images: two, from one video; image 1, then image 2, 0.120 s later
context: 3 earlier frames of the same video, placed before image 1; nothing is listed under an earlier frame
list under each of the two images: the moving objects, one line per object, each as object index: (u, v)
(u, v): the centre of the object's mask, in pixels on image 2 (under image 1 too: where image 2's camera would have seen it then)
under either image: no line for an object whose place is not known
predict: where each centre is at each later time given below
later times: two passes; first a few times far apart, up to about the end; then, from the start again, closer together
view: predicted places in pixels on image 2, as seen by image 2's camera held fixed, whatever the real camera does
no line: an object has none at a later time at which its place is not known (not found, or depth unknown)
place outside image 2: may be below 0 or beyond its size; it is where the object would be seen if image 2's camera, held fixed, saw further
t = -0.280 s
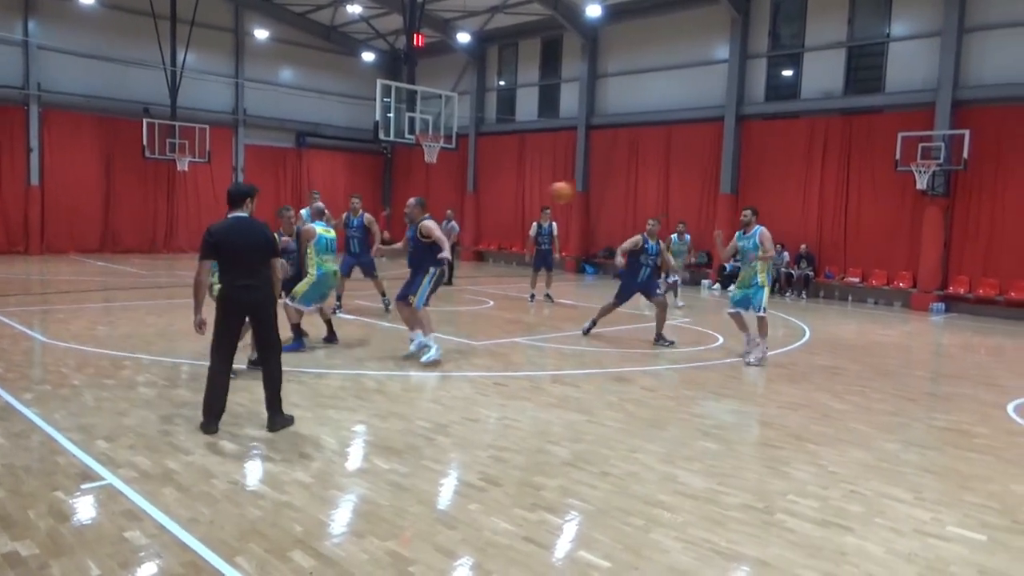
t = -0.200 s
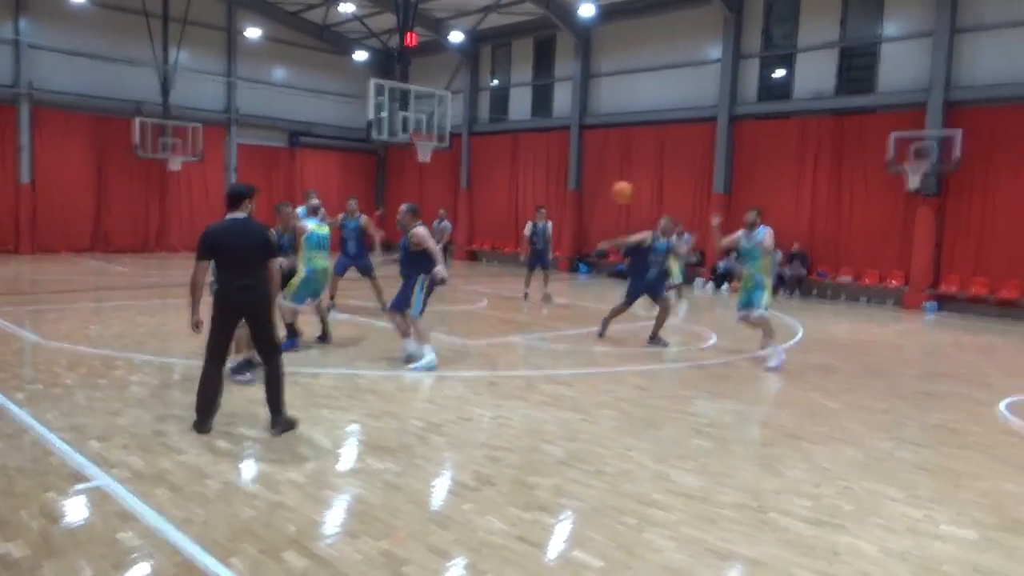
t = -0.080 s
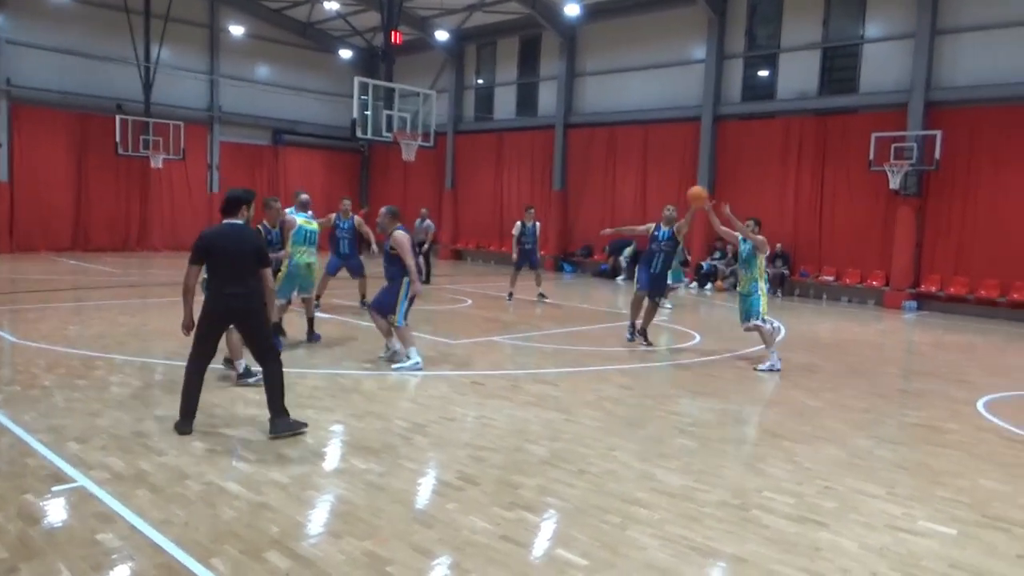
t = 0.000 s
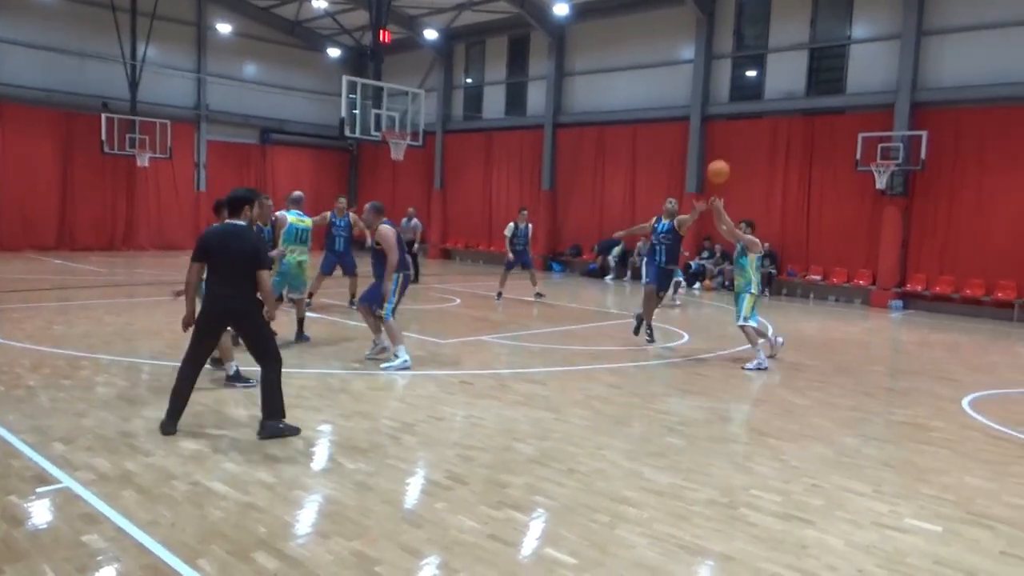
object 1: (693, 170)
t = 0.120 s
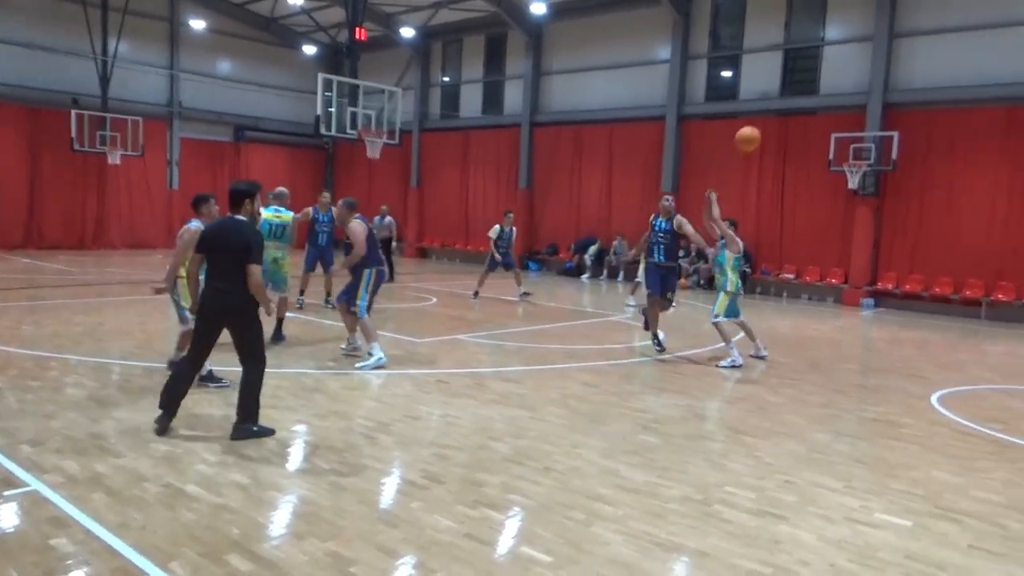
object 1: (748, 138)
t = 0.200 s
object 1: (791, 121)
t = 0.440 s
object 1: (971, 102)
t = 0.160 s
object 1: (768, 129)
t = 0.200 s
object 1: (791, 121)
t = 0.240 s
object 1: (815, 114)
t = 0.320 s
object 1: (870, 104)
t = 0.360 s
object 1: (900, 101)
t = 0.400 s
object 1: (934, 101)
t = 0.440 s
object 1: (971, 102)
